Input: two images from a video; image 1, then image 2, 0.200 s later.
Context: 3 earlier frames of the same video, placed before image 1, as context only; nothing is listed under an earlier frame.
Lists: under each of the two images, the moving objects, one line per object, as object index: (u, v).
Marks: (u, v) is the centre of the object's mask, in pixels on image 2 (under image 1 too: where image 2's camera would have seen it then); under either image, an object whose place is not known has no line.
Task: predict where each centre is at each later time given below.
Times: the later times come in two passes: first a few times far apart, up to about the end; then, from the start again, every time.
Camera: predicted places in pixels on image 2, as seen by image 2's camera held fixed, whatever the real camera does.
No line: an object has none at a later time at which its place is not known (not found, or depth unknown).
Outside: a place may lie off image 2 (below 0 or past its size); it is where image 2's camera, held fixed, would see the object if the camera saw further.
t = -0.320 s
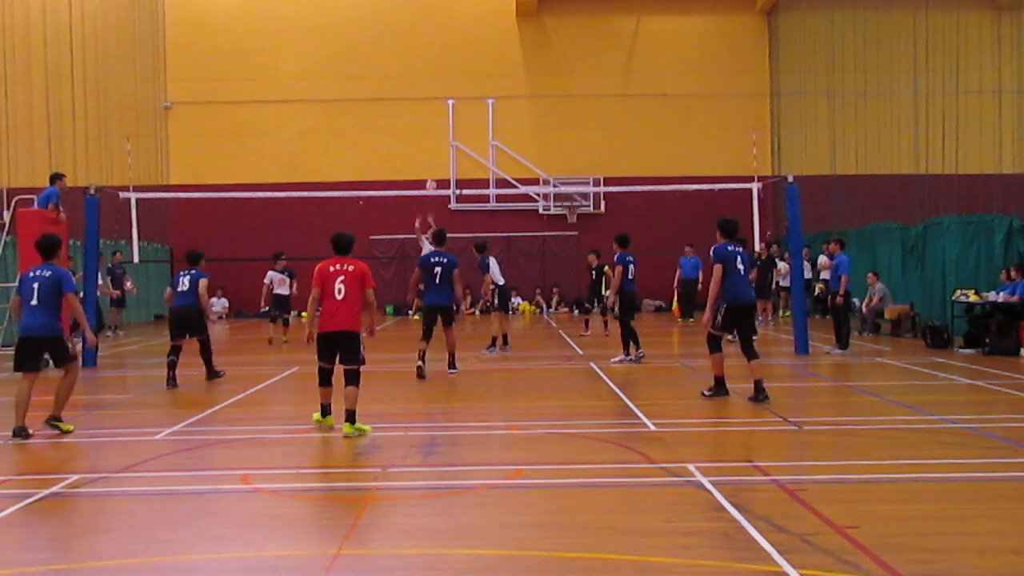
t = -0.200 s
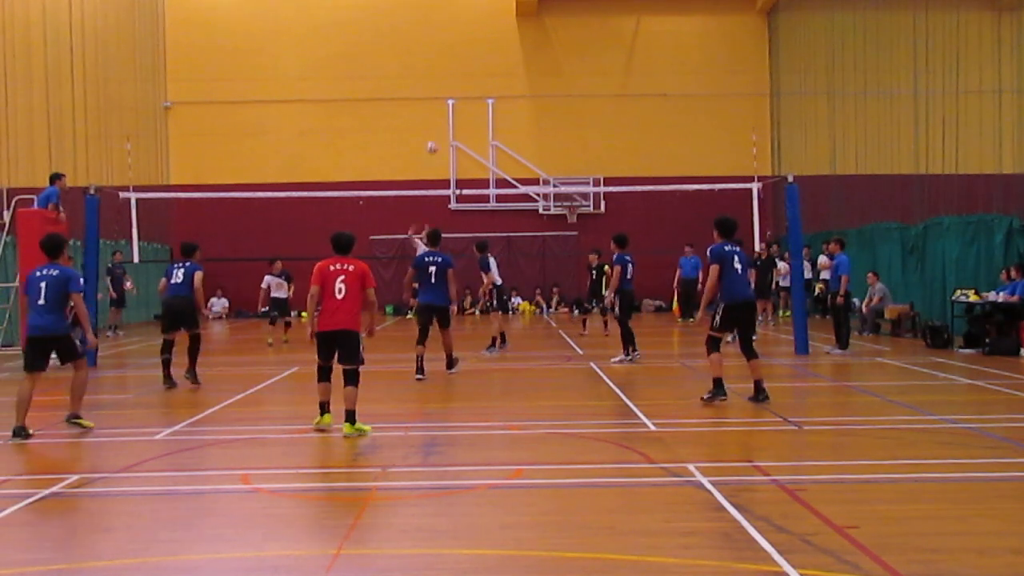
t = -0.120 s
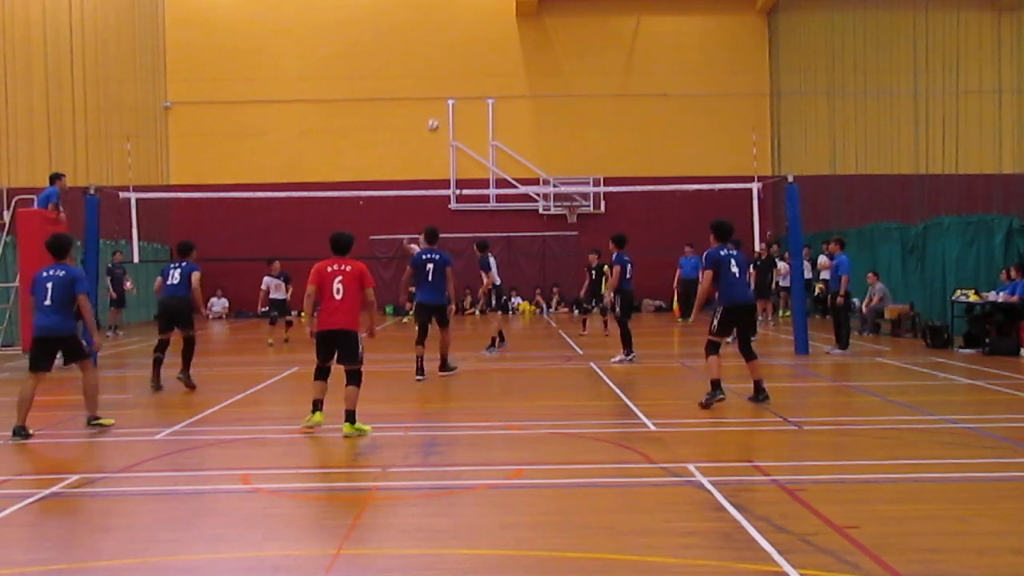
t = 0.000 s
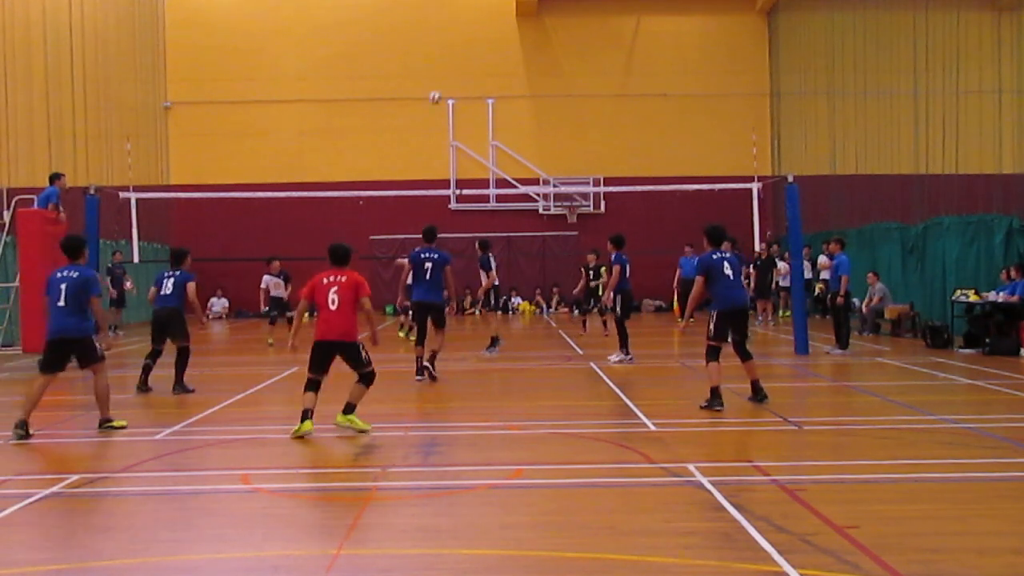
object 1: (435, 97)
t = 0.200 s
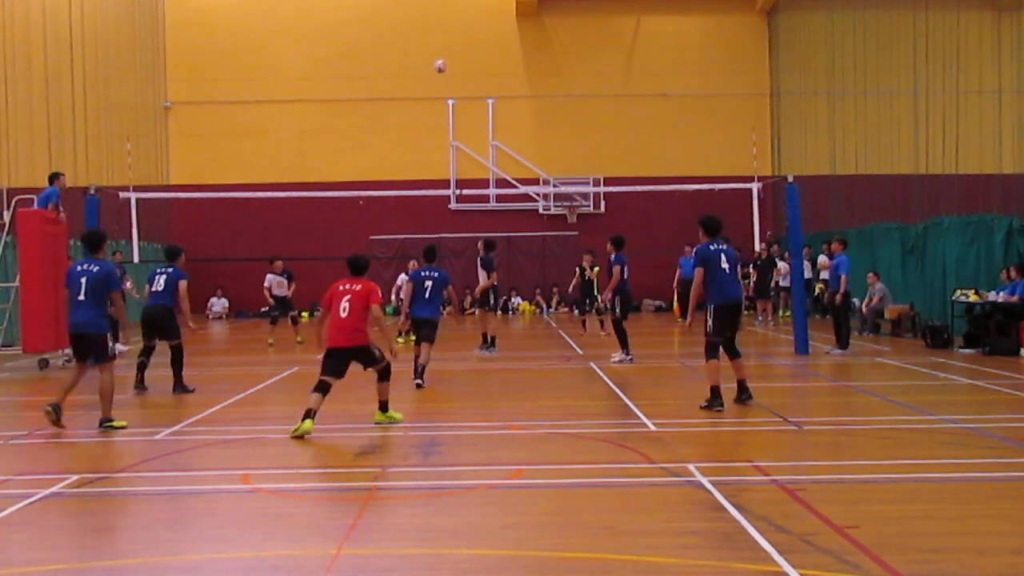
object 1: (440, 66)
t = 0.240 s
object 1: (441, 62)
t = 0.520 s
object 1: (450, 60)
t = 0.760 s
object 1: (460, 97)
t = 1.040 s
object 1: (472, 190)
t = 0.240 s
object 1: (441, 62)
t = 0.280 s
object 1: (442, 59)
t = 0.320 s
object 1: (443, 57)
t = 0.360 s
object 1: (444, 56)
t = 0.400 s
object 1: (445, 55)
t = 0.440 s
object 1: (447, 56)
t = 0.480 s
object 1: (448, 58)
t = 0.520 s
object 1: (450, 60)
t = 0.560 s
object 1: (452, 64)
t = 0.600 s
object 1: (453, 68)
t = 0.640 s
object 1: (455, 73)
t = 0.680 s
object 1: (457, 81)
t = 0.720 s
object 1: (459, 88)
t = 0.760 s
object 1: (460, 97)
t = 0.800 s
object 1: (461, 106)
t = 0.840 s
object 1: (464, 118)
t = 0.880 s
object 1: (466, 129)
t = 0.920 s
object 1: (467, 142)
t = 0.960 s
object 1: (468, 157)
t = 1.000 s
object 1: (470, 173)
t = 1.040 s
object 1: (472, 190)
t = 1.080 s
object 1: (473, 208)
